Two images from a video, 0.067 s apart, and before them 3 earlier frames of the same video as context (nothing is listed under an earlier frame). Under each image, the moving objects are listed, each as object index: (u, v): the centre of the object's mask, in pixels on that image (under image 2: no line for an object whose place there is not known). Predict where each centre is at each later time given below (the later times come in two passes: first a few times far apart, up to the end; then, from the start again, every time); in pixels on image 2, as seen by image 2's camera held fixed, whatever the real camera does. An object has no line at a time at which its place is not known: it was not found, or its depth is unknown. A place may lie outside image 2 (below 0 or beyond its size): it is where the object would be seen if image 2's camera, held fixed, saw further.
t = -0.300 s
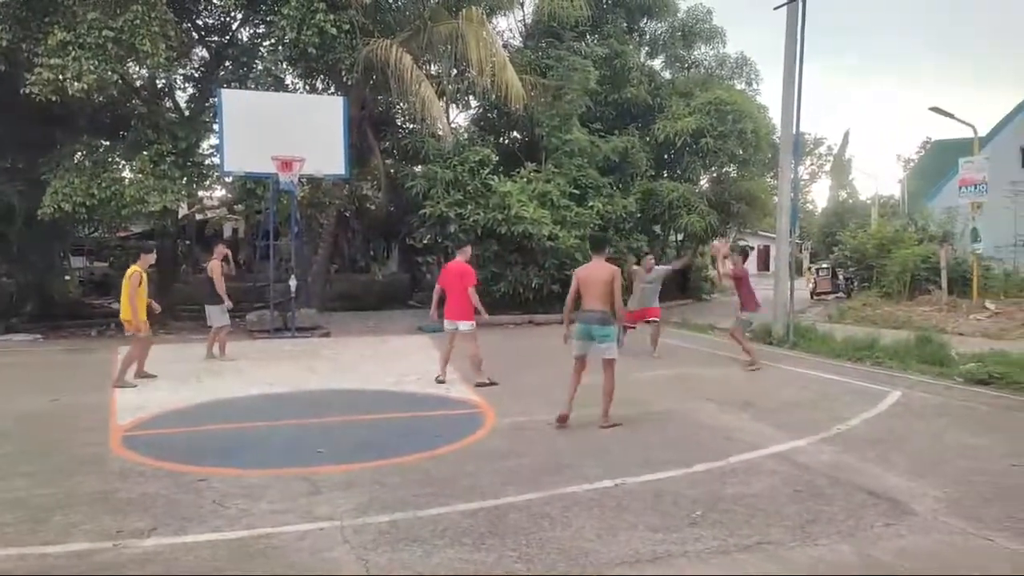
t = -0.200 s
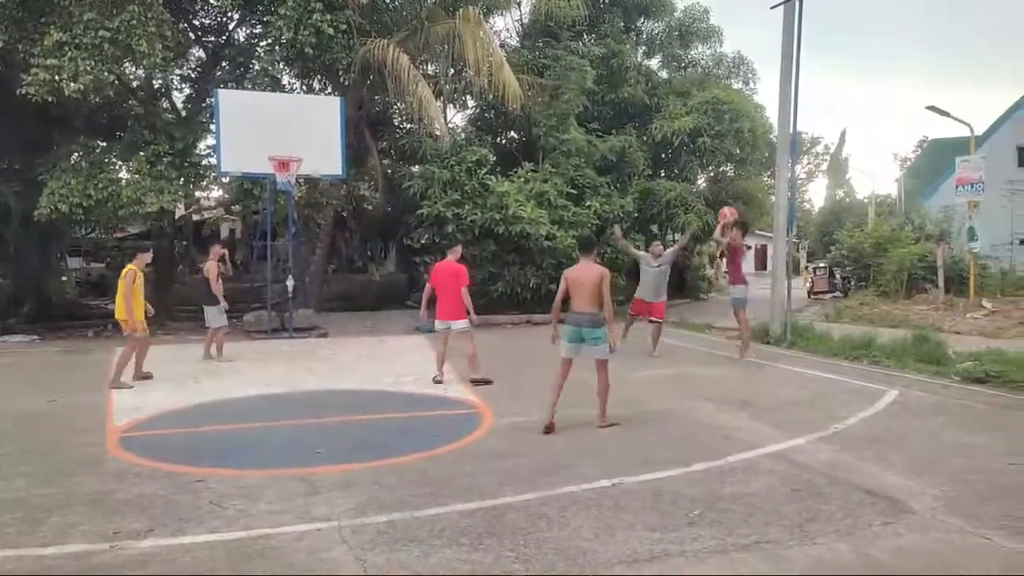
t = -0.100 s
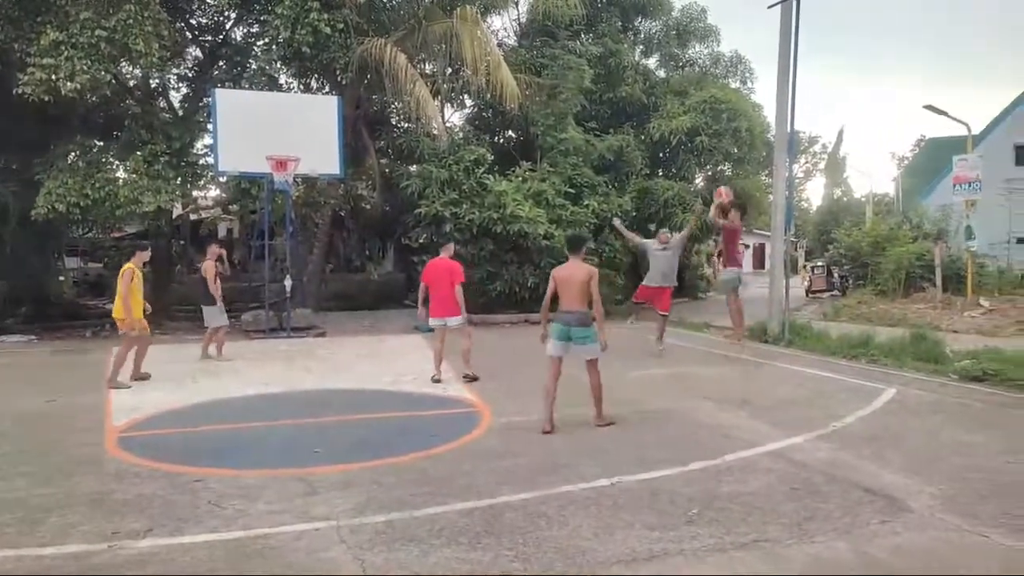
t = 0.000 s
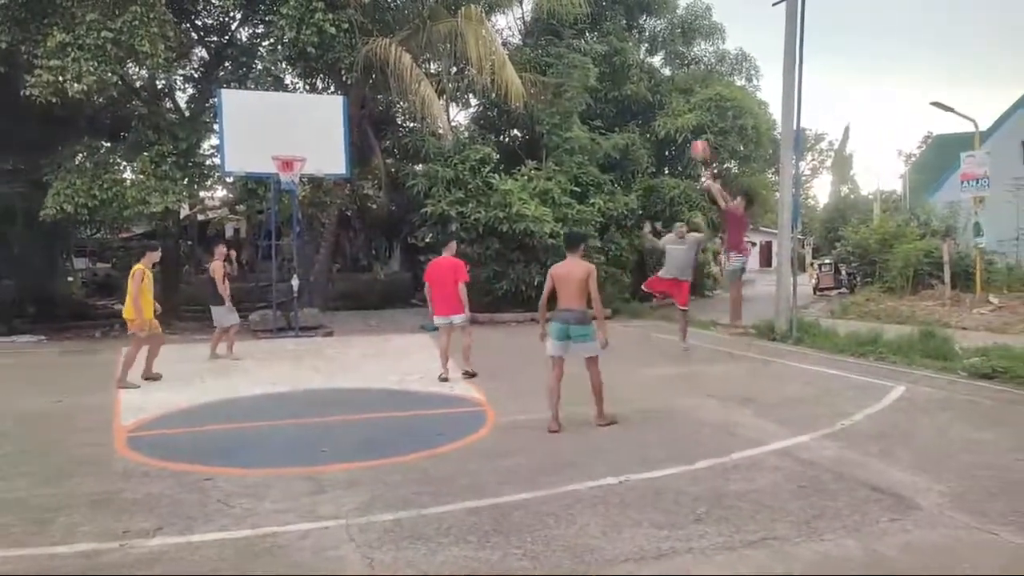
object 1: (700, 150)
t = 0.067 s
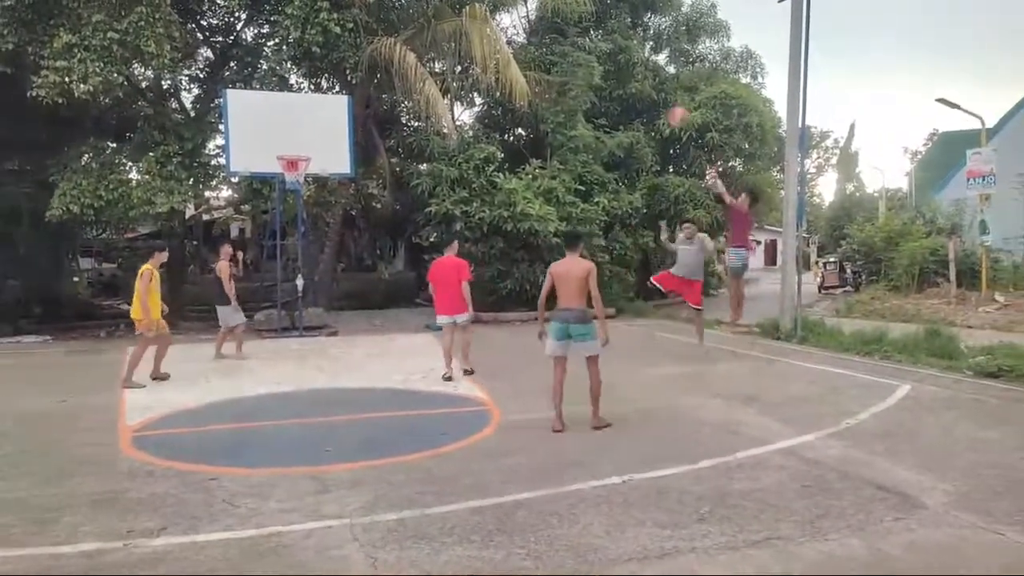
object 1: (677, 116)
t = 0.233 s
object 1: (615, 58)
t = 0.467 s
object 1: (532, 14)
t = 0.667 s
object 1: (465, 9)
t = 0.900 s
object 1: (394, 38)
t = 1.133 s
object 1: (329, 108)
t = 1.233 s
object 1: (303, 146)
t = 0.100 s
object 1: (665, 103)
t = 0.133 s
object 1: (652, 91)
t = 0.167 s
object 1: (640, 79)
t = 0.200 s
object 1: (627, 68)
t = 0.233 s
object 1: (615, 58)
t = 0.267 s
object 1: (603, 49)
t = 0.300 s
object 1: (591, 41)
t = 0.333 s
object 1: (577, 33)
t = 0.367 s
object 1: (566, 27)
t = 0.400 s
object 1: (554, 22)
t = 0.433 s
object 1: (543, 18)
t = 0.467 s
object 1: (532, 14)
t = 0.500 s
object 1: (518, 9)
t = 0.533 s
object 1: (508, 8)
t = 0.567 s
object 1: (497, 7)
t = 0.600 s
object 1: (487, 7)
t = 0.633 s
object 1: (476, 7)
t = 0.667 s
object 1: (465, 9)
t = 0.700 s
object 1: (454, 11)
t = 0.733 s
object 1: (444, 14)
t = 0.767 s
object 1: (433, 18)
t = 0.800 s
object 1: (424, 22)
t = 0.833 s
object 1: (413, 28)
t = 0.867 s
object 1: (404, 33)
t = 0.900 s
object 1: (394, 38)
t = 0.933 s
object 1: (383, 47)
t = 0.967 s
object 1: (375, 56)
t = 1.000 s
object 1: (366, 66)
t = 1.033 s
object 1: (356, 75)
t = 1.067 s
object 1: (347, 85)
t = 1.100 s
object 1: (339, 95)
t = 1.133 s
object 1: (329, 108)
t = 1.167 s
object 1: (320, 121)
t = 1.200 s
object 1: (312, 133)
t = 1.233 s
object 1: (303, 146)
